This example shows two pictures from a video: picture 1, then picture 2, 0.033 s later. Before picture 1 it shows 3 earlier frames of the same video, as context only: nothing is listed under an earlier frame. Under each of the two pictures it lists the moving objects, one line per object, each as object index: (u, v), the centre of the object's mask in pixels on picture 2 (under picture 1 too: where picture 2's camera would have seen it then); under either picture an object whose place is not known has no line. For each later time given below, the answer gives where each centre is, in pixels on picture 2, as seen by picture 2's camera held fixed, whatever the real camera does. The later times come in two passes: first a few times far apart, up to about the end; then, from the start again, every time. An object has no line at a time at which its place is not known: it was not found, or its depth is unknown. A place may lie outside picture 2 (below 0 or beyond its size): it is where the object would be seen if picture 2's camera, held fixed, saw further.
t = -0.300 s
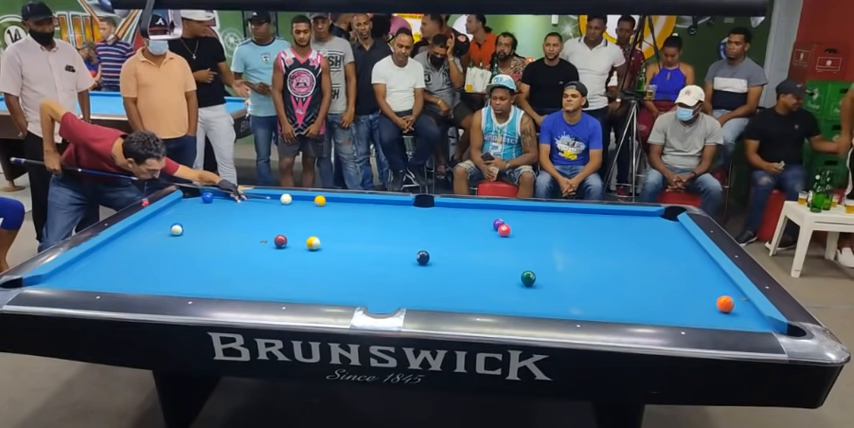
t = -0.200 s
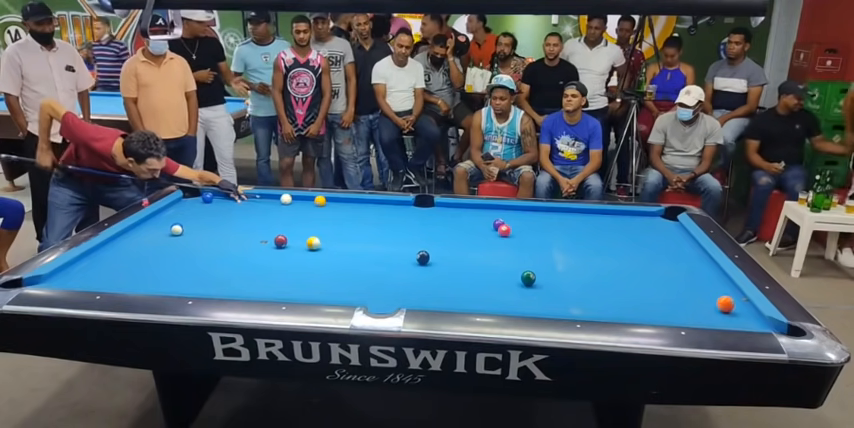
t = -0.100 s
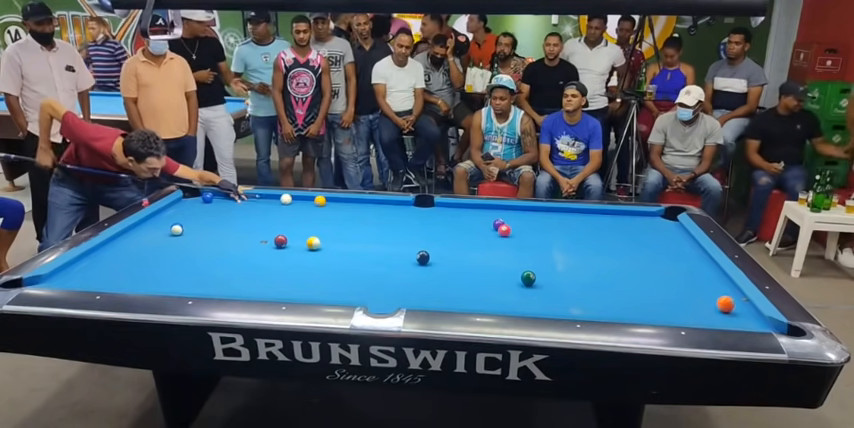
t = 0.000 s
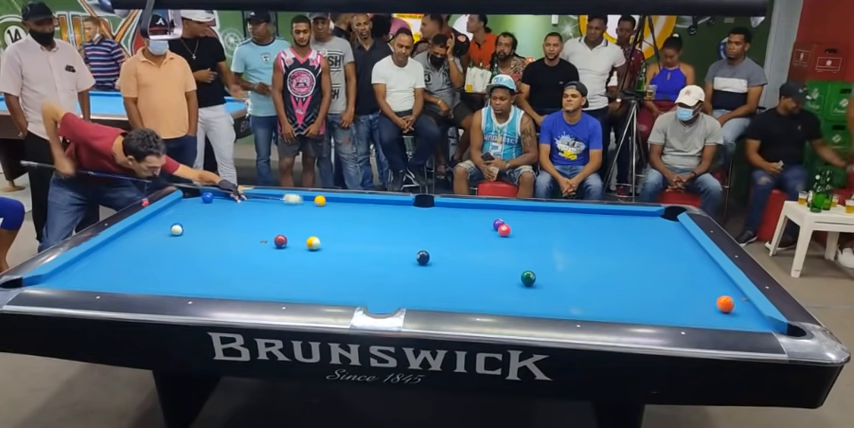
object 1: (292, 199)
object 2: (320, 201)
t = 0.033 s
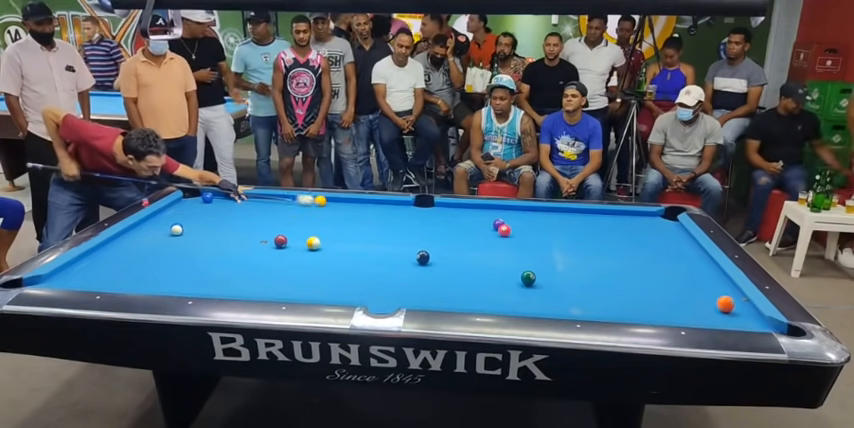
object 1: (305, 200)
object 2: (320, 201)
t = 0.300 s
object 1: (309, 201)
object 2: (400, 204)
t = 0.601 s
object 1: (309, 203)
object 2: (482, 206)
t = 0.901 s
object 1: (308, 204)
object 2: (563, 210)
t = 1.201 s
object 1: (308, 204)
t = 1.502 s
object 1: (308, 204)
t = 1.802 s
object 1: (308, 204)
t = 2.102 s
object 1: (308, 204)
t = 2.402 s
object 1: (308, 204)
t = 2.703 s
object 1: (308, 204)
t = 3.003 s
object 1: (308, 204)
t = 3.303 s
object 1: (308, 204)
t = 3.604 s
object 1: (308, 204)
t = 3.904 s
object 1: (308, 204)
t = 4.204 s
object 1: (308, 204)
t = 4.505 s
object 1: (308, 204)
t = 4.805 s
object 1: (308, 204)
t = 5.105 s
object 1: (308, 204)
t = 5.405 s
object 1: (308, 204)
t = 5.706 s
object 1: (308, 204)
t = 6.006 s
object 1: (308, 204)
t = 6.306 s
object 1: (308, 204)
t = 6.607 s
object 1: (308, 204)
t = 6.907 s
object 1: (308, 204)
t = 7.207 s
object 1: (308, 204)
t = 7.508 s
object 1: (308, 204)
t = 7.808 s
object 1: (308, 204)
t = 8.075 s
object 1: (308, 204)
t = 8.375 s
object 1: (308, 204)
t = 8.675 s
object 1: (308, 204)
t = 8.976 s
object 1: (308, 204)
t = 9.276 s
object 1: (308, 204)
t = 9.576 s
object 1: (308, 204)
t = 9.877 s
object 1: (308, 204)
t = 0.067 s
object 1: (309, 200)
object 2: (329, 200)
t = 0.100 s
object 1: (309, 200)
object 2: (341, 201)
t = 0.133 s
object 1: (309, 200)
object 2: (352, 201)
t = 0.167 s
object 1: (309, 201)
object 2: (363, 202)
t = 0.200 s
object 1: (309, 201)
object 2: (372, 203)
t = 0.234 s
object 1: (309, 201)
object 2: (382, 203)
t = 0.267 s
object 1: (309, 201)
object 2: (391, 203)
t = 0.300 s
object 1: (309, 201)
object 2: (400, 204)
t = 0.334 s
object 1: (309, 202)
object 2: (409, 204)
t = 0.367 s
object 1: (309, 202)
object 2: (418, 204)
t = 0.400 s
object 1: (309, 202)
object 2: (427, 204)
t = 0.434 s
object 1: (309, 202)
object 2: (437, 204)
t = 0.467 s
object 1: (309, 202)
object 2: (446, 205)
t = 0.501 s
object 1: (309, 202)
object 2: (455, 205)
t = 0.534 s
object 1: (309, 202)
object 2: (464, 205)
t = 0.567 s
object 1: (309, 203)
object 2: (473, 206)
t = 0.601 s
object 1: (309, 203)
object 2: (482, 206)
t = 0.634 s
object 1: (309, 203)
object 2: (491, 206)
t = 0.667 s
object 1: (309, 203)
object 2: (500, 207)
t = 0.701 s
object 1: (309, 203)
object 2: (510, 207)
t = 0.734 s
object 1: (309, 203)
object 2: (518, 208)
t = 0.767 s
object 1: (308, 203)
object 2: (527, 208)
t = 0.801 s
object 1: (308, 203)
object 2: (536, 209)
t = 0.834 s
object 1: (308, 203)
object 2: (545, 209)
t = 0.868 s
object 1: (308, 203)
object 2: (554, 210)
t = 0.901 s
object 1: (308, 204)
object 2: (563, 210)
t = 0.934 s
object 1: (308, 204)
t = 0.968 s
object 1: (308, 204)
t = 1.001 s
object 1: (308, 204)
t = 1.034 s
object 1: (308, 204)
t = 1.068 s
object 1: (308, 204)
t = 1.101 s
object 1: (308, 204)
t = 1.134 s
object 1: (308, 204)
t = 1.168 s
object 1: (308, 204)
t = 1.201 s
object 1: (308, 204)
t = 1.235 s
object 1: (308, 204)
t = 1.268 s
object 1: (308, 204)
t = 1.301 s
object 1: (308, 204)
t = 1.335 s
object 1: (308, 204)
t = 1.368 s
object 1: (308, 204)
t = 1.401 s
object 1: (308, 204)
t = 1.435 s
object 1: (308, 204)
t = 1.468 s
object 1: (308, 204)
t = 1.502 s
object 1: (308, 204)
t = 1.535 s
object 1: (308, 204)
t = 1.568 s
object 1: (308, 204)
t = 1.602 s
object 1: (308, 204)
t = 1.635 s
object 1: (308, 204)
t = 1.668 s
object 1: (308, 204)
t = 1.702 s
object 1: (308, 204)
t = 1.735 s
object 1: (308, 204)
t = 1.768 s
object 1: (308, 204)
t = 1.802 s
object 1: (308, 204)
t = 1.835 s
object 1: (308, 204)
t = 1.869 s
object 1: (308, 204)
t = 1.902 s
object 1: (308, 204)
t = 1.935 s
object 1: (308, 204)
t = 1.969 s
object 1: (308, 204)
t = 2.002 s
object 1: (308, 204)
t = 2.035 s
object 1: (308, 204)
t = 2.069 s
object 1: (308, 204)
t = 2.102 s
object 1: (308, 204)
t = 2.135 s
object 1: (308, 204)
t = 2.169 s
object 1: (308, 204)
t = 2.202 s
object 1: (308, 204)
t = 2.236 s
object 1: (308, 204)
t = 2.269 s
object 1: (308, 204)
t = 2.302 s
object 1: (308, 204)
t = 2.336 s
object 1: (308, 204)
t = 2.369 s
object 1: (308, 204)
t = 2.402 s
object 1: (308, 204)
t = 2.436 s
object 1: (308, 204)
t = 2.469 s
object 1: (308, 204)
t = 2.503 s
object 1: (308, 204)
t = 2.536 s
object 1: (308, 204)
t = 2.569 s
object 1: (308, 204)
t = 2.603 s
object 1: (308, 204)
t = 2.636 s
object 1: (308, 204)
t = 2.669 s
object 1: (308, 204)
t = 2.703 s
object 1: (308, 204)
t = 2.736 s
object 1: (308, 204)
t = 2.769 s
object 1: (308, 204)
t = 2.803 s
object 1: (308, 204)
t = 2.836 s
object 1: (308, 204)
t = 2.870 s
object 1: (308, 204)
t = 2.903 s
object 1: (308, 204)
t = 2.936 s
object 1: (308, 204)
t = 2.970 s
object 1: (308, 204)
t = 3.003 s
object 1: (308, 204)
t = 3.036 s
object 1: (308, 204)
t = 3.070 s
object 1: (308, 204)
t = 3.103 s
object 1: (308, 204)
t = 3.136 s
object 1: (308, 204)
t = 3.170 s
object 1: (308, 204)
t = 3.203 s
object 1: (308, 204)
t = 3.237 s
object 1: (308, 204)
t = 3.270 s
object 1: (308, 204)
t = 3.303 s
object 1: (308, 204)
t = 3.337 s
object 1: (308, 204)
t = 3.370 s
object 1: (308, 204)
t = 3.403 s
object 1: (308, 204)
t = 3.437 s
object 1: (308, 204)
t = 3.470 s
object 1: (308, 204)
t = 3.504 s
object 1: (308, 204)
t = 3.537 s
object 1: (308, 204)
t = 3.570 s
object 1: (308, 204)
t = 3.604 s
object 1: (308, 204)
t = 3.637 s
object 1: (308, 204)
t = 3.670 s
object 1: (308, 204)
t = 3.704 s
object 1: (308, 204)
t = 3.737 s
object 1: (308, 204)
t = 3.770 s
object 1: (308, 204)
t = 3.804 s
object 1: (308, 204)
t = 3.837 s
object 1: (308, 204)
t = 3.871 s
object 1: (308, 204)
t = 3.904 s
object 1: (308, 204)
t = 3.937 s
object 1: (308, 204)
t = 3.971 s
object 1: (308, 204)
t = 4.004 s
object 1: (308, 204)
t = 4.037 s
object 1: (308, 204)
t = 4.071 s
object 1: (308, 204)
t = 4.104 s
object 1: (308, 204)
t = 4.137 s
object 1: (308, 204)
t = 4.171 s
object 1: (308, 204)
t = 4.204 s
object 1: (308, 204)
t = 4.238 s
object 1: (308, 204)
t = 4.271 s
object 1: (308, 204)
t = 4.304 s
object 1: (308, 204)
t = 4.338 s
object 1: (308, 204)
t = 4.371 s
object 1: (308, 204)
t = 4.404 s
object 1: (308, 204)
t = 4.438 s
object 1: (308, 204)
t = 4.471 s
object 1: (308, 204)
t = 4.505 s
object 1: (308, 204)
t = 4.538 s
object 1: (308, 204)
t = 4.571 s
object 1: (308, 204)
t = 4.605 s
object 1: (308, 204)
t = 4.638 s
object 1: (308, 204)
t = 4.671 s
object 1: (308, 204)
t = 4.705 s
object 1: (308, 204)
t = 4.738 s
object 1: (308, 204)
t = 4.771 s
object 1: (308, 204)
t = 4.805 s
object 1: (308, 204)
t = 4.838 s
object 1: (308, 204)
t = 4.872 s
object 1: (308, 204)
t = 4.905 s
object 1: (308, 204)
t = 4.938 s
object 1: (308, 204)
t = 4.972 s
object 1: (308, 204)
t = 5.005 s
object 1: (308, 204)
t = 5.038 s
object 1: (308, 204)
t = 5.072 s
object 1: (308, 204)
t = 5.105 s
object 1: (308, 204)
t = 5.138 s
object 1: (308, 204)
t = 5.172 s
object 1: (308, 204)
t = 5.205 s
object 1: (308, 204)
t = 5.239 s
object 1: (308, 204)
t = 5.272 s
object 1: (308, 204)
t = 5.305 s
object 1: (308, 204)
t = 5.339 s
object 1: (308, 204)
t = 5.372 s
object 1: (308, 204)
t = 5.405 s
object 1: (308, 204)
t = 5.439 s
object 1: (308, 204)
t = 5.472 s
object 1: (308, 204)
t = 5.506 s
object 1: (308, 204)
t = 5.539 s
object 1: (308, 204)
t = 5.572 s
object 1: (308, 204)
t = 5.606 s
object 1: (308, 204)
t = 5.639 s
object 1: (308, 204)
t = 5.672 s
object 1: (308, 204)
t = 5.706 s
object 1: (308, 204)
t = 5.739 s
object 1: (308, 204)
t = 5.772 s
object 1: (308, 204)
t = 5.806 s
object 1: (308, 204)
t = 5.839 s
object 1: (308, 204)
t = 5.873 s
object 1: (308, 204)
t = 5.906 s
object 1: (308, 204)
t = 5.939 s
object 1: (308, 204)
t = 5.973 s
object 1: (308, 204)
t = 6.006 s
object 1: (308, 204)
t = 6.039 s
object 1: (308, 204)
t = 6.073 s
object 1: (308, 204)
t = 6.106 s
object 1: (308, 204)
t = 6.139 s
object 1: (308, 204)
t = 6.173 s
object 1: (308, 204)
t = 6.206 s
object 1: (308, 204)
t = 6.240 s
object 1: (308, 204)
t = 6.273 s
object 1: (308, 204)
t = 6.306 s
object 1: (308, 204)
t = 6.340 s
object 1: (308, 204)
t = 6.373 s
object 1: (308, 204)
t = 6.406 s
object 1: (308, 204)
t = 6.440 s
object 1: (308, 204)
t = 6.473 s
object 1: (308, 204)
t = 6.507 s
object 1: (308, 204)
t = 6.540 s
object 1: (308, 204)
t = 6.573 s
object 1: (308, 204)
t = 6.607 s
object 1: (308, 204)
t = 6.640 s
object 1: (308, 204)
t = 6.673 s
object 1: (308, 204)
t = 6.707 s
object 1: (308, 204)
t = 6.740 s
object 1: (308, 204)
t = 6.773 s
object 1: (308, 204)
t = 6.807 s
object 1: (308, 204)
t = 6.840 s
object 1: (308, 204)
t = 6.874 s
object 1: (308, 204)
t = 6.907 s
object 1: (308, 204)
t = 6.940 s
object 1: (308, 204)
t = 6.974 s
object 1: (308, 204)
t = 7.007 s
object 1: (308, 204)
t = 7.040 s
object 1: (308, 204)
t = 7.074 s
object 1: (308, 204)
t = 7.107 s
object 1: (308, 204)
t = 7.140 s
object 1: (308, 204)
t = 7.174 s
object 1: (308, 204)
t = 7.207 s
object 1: (308, 204)
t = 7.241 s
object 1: (308, 204)
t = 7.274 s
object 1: (308, 204)
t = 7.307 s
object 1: (308, 204)
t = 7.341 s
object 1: (308, 204)
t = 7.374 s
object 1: (308, 204)
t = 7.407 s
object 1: (308, 204)
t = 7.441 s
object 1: (308, 204)
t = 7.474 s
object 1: (308, 204)
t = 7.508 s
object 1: (308, 204)
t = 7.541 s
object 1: (308, 204)
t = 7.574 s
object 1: (308, 204)
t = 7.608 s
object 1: (308, 204)
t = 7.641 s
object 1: (308, 204)
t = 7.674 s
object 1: (308, 204)
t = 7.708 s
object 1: (308, 204)
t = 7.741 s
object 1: (308, 204)
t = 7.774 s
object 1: (308, 204)
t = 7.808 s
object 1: (308, 204)
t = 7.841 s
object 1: (308, 204)
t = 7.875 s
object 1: (308, 204)
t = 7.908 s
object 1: (308, 204)
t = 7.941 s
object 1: (308, 204)
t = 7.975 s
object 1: (308, 204)
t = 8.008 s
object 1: (308, 204)
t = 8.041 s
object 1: (308, 204)
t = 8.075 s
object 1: (308, 204)
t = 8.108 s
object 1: (308, 204)
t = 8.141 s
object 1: (308, 204)
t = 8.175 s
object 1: (308, 204)
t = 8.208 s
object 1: (308, 204)
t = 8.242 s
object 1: (308, 204)
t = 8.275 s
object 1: (308, 204)
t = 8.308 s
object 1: (308, 204)
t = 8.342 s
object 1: (308, 204)
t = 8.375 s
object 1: (308, 204)
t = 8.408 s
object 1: (308, 204)
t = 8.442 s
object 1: (308, 204)
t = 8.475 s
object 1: (308, 204)
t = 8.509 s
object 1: (308, 204)
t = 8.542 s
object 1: (308, 204)
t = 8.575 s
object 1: (308, 204)
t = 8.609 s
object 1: (308, 204)
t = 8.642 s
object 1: (308, 204)
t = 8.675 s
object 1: (308, 204)
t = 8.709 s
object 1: (308, 204)
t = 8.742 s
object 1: (308, 204)
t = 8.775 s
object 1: (308, 204)
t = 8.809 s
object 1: (308, 204)
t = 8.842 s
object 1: (308, 204)
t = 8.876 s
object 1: (308, 204)
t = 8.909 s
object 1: (308, 204)
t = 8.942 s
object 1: (308, 204)
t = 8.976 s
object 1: (308, 204)
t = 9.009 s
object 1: (308, 204)
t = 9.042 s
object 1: (308, 204)
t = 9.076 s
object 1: (308, 204)
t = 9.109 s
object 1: (308, 204)
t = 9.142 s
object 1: (308, 204)
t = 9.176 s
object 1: (308, 204)
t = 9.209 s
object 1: (308, 204)
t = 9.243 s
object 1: (308, 204)
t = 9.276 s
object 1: (308, 204)
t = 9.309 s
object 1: (308, 204)
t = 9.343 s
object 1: (308, 204)
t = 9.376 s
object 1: (308, 204)
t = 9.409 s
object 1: (308, 204)
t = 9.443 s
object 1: (308, 204)
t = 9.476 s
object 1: (308, 204)
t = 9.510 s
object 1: (308, 204)
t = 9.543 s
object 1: (308, 204)
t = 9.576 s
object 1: (308, 204)
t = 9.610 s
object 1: (308, 204)
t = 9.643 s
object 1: (308, 204)
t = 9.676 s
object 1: (308, 204)
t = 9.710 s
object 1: (308, 204)
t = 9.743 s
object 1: (308, 204)
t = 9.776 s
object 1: (308, 204)
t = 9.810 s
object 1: (308, 204)
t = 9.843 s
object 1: (308, 204)
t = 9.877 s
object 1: (308, 204)
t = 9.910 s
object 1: (308, 204)
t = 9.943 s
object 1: (308, 204)
